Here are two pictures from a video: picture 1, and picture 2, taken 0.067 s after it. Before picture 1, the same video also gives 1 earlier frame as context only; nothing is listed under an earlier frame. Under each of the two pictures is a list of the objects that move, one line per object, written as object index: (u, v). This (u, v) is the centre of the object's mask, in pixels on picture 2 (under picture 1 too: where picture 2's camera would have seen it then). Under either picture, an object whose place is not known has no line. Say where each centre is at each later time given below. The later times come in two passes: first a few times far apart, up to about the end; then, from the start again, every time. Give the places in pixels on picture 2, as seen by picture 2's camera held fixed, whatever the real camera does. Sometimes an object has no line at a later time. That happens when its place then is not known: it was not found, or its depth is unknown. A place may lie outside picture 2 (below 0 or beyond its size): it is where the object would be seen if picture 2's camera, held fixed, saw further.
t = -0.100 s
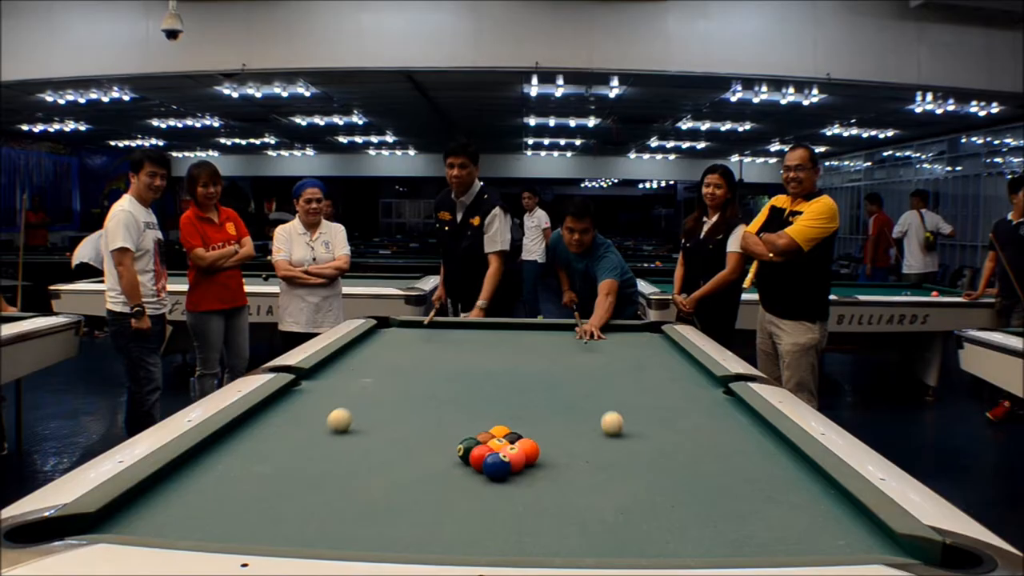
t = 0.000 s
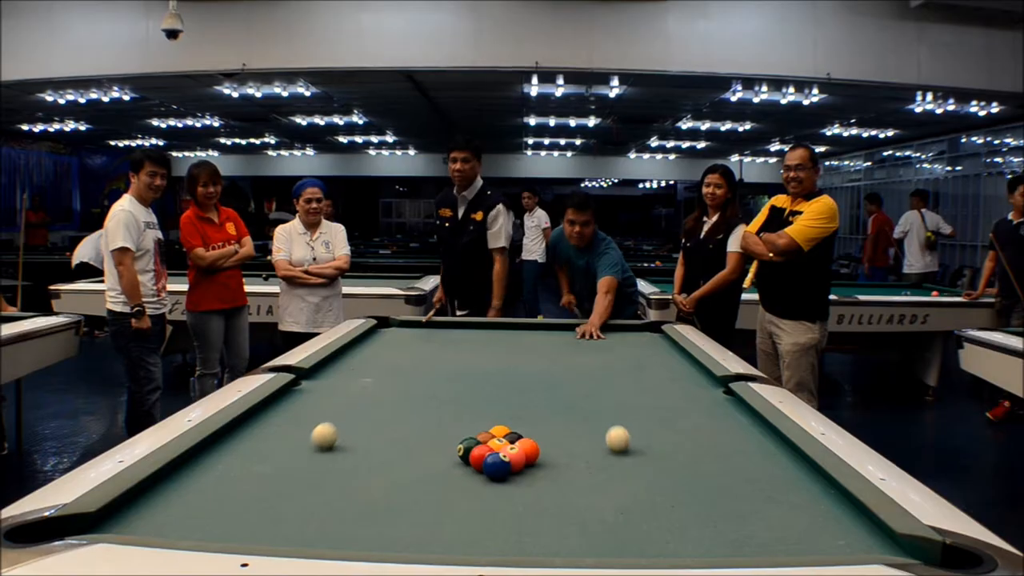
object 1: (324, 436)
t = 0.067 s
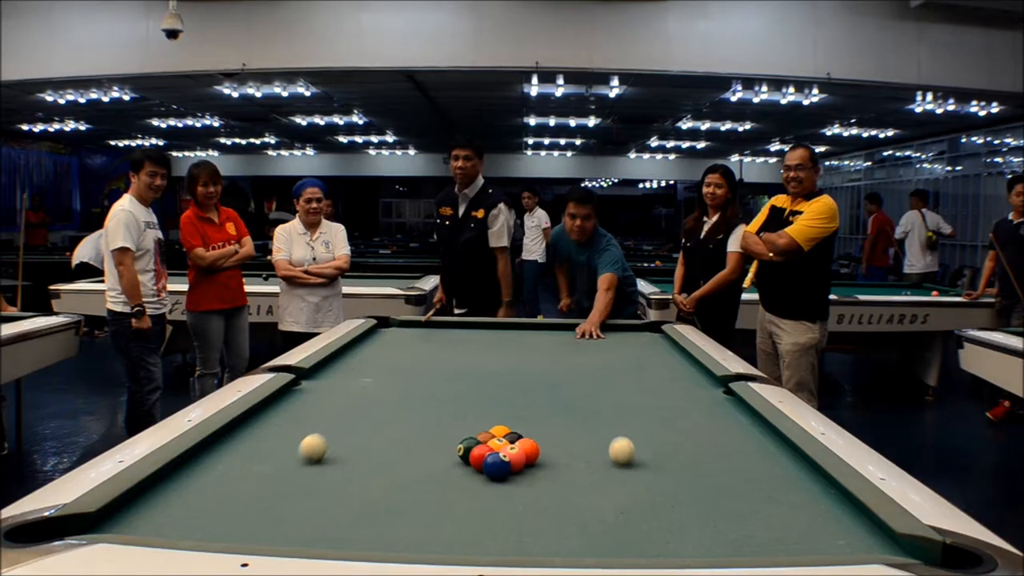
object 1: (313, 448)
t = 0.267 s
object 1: (271, 491)
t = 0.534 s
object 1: (242, 524)
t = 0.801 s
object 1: (280, 487)
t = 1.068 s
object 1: (309, 458)
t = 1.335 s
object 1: (331, 436)
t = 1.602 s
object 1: (350, 419)
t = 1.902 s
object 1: (367, 403)
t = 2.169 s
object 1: (379, 392)
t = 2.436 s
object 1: (389, 382)
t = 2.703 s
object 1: (398, 374)
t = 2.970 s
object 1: (406, 368)
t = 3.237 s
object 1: (412, 362)
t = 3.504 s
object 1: (418, 357)
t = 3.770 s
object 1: (423, 353)
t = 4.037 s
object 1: (427, 350)
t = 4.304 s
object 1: (430, 347)
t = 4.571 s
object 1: (433, 345)
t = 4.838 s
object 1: (435, 343)
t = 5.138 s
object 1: (437, 341)
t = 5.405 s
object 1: (438, 340)
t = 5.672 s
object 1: (439, 340)
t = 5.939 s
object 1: (440, 339)
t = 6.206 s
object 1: (439, 339)
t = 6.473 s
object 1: (439, 339)
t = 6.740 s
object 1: (439, 339)
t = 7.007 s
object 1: (439, 339)
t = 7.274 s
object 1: (439, 339)
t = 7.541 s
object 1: (439, 339)
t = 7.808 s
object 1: (439, 339)
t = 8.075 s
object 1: (439, 339)
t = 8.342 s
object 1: (439, 339)
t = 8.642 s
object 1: (439, 339)
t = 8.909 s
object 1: (439, 339)
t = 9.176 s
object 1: (439, 339)
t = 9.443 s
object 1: (439, 339)
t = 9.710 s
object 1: (439, 339)
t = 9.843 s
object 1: (439, 339)
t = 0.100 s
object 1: (307, 454)
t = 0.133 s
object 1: (300, 461)
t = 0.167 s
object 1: (293, 468)
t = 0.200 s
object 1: (287, 475)
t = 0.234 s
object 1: (279, 483)
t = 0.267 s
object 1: (271, 491)
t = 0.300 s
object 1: (263, 500)
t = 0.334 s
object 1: (253, 510)
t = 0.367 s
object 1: (244, 520)
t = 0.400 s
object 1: (234, 527)
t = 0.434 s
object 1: (226, 534)
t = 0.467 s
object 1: (229, 532)
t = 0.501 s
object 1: (236, 528)
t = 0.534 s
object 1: (242, 524)
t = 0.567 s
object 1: (247, 519)
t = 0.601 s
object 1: (252, 514)
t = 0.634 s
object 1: (257, 509)
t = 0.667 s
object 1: (262, 504)
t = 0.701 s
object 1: (267, 499)
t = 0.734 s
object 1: (271, 495)
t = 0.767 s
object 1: (275, 491)
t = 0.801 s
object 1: (280, 487)
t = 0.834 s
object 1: (284, 483)
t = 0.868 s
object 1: (288, 479)
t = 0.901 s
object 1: (291, 475)
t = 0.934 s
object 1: (295, 471)
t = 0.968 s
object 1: (299, 468)
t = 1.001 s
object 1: (302, 465)
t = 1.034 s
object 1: (305, 461)
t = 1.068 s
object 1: (309, 458)
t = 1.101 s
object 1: (312, 455)
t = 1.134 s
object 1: (315, 452)
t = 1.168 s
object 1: (318, 449)
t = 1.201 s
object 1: (321, 447)
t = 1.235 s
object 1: (324, 444)
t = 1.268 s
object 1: (327, 441)
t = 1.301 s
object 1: (329, 439)
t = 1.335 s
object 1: (331, 436)
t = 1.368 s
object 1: (334, 434)
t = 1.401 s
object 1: (336, 431)
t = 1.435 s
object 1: (339, 429)
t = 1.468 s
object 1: (341, 427)
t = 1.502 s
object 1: (344, 425)
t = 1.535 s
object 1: (346, 423)
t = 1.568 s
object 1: (348, 421)
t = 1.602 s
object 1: (350, 419)
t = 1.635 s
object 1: (352, 417)
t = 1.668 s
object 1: (354, 415)
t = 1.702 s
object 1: (355, 413)
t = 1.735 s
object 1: (357, 411)
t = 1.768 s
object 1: (359, 409)
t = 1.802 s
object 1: (361, 408)
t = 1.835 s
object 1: (363, 406)
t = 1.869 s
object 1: (365, 404)
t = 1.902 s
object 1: (367, 403)
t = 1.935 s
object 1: (368, 401)
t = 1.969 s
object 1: (369, 400)
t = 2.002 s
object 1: (371, 399)
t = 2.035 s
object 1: (373, 397)
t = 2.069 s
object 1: (374, 396)
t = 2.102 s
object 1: (376, 394)
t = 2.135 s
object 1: (377, 393)
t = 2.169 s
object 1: (379, 392)
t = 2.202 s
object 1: (380, 390)
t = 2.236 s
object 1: (382, 389)
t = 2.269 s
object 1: (383, 388)
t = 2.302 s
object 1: (384, 387)
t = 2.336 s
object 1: (385, 385)
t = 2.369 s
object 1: (386, 384)
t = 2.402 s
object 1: (388, 383)
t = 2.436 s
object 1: (389, 382)
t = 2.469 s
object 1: (390, 381)
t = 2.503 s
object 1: (391, 380)
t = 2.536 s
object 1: (392, 379)
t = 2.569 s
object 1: (394, 378)
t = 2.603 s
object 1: (395, 377)
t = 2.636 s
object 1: (396, 376)
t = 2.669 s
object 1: (397, 375)
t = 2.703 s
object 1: (398, 374)
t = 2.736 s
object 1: (399, 373)
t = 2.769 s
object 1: (400, 373)
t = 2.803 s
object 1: (401, 372)
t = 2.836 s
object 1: (402, 371)
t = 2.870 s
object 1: (403, 370)
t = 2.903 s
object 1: (404, 369)
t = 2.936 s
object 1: (405, 368)
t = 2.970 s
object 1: (406, 368)
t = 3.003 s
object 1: (407, 367)
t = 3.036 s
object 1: (407, 366)
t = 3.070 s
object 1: (408, 366)
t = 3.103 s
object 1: (409, 365)
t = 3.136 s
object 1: (410, 364)
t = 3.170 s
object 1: (411, 363)
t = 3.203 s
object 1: (412, 363)
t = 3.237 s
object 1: (412, 362)
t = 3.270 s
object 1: (413, 362)
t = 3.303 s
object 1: (414, 361)
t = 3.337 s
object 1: (414, 360)
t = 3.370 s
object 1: (415, 360)
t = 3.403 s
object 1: (416, 359)
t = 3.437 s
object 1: (417, 358)
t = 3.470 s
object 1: (417, 358)
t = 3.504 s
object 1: (418, 357)
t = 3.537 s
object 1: (419, 357)
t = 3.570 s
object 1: (419, 356)
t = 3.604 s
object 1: (420, 356)
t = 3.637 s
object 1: (421, 355)
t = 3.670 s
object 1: (421, 355)
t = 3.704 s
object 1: (422, 354)
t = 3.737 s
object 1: (422, 354)
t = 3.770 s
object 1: (423, 353)
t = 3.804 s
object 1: (423, 353)
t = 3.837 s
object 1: (424, 352)
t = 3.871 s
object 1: (425, 352)
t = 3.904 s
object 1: (425, 352)
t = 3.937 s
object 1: (426, 351)
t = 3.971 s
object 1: (426, 351)
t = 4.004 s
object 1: (427, 350)
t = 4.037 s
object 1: (427, 350)
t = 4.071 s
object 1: (428, 349)
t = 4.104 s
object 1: (428, 349)
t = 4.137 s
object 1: (428, 349)
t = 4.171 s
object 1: (429, 348)
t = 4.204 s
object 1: (429, 348)
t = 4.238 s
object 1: (429, 348)
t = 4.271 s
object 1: (430, 347)
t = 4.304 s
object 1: (430, 347)
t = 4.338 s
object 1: (431, 347)
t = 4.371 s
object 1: (431, 346)
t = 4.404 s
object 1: (431, 346)
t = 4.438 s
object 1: (431, 346)
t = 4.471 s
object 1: (432, 346)
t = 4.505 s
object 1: (432, 345)
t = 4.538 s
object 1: (432, 345)
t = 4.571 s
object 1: (433, 345)
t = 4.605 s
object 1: (433, 344)
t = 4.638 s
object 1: (433, 344)
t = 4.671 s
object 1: (433, 344)
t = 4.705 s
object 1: (434, 344)
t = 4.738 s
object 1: (434, 343)
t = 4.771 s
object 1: (434, 343)
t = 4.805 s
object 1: (434, 343)
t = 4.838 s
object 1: (435, 343)
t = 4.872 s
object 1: (435, 343)
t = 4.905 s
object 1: (435, 342)
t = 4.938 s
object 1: (435, 342)
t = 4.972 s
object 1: (435, 342)
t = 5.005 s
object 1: (435, 342)
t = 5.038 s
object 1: (436, 342)
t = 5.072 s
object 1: (436, 342)
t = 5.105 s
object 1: (436, 341)
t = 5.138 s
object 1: (437, 341)
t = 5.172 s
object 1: (437, 341)
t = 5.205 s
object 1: (437, 341)
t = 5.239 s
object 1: (437, 341)
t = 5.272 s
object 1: (437, 341)
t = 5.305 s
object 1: (437, 340)
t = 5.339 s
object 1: (438, 340)
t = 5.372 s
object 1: (438, 340)
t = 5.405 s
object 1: (438, 340)
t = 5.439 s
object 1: (438, 340)
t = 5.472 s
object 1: (438, 340)
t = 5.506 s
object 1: (439, 340)
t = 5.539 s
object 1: (439, 340)
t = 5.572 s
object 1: (439, 340)
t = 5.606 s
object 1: (439, 340)
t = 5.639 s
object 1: (439, 340)
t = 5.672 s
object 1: (439, 340)
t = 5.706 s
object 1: (439, 339)
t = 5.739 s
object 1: (439, 340)
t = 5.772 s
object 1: (440, 339)
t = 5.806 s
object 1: (440, 339)
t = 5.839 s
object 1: (440, 339)
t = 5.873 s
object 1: (440, 339)
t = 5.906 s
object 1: (440, 339)
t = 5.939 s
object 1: (440, 339)
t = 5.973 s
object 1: (440, 339)
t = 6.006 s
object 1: (440, 339)
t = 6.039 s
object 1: (440, 339)
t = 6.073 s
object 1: (440, 339)
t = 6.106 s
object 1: (440, 339)
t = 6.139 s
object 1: (439, 339)
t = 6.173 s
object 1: (439, 339)
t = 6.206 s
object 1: (439, 339)
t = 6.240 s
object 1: (439, 339)
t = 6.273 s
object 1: (439, 339)
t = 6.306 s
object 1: (439, 339)
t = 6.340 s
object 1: (439, 339)
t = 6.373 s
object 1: (439, 339)
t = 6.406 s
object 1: (439, 339)
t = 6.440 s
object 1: (439, 339)
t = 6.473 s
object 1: (439, 339)
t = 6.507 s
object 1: (439, 339)
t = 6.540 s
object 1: (439, 339)
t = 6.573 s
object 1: (439, 339)
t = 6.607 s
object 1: (439, 339)
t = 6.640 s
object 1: (439, 339)
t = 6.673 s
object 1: (439, 339)
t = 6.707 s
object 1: (439, 339)
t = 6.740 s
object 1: (439, 339)
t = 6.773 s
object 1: (439, 339)
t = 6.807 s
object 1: (439, 339)
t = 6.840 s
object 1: (439, 339)
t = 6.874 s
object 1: (439, 339)
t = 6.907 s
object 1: (439, 339)
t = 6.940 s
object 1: (439, 339)
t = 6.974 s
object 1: (439, 339)
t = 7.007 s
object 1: (439, 339)
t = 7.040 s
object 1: (439, 339)
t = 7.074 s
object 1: (439, 339)
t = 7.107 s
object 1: (439, 339)
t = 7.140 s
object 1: (439, 339)
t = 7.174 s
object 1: (439, 339)
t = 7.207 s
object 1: (439, 339)
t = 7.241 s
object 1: (439, 339)
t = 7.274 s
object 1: (439, 339)
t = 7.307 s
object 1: (439, 339)
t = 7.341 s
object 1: (439, 339)
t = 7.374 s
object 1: (439, 339)
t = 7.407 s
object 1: (439, 339)
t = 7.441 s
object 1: (439, 339)
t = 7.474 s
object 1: (439, 339)
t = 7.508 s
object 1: (439, 339)
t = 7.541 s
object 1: (439, 339)
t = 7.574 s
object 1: (439, 339)
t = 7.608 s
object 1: (439, 339)
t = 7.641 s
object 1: (439, 339)
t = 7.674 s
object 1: (439, 339)
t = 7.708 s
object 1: (439, 339)
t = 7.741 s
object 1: (439, 339)
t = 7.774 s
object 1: (439, 339)
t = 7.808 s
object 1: (439, 339)
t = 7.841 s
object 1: (439, 339)
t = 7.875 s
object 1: (439, 339)
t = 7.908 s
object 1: (439, 339)
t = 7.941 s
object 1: (439, 339)
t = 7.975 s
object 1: (439, 339)
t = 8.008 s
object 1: (439, 339)
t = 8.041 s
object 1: (439, 339)
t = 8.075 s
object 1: (439, 339)
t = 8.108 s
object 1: (439, 339)
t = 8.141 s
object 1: (439, 339)
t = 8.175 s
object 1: (439, 339)
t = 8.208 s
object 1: (439, 339)
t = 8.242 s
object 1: (439, 339)
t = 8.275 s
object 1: (439, 339)
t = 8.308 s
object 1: (439, 339)
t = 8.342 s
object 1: (439, 339)
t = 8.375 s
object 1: (439, 339)
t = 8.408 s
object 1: (439, 339)
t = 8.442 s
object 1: (439, 339)
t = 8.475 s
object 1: (439, 339)
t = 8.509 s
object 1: (439, 339)
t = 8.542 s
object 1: (439, 339)
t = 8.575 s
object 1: (439, 339)
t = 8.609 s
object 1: (439, 339)
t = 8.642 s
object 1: (439, 339)
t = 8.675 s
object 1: (439, 339)
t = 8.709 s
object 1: (439, 339)
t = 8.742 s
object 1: (439, 339)
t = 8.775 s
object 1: (439, 339)
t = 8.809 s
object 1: (439, 339)
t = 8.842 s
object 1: (439, 339)
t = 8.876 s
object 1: (439, 339)
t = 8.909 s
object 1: (439, 339)
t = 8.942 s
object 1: (439, 339)
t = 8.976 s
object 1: (439, 339)
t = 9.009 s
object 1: (439, 339)
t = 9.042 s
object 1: (439, 339)
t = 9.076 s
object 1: (439, 339)
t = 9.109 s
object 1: (439, 339)
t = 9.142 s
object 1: (439, 339)
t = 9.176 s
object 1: (439, 339)
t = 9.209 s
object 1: (439, 339)
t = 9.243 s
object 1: (439, 339)
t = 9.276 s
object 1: (439, 339)
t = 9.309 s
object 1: (440, 339)
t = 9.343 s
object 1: (440, 339)
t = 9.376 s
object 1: (439, 339)
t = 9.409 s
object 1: (439, 339)
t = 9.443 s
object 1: (439, 339)
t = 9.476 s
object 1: (439, 339)
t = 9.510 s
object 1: (439, 339)
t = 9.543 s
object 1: (439, 339)
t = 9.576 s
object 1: (440, 339)
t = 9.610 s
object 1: (440, 339)
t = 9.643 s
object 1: (439, 339)
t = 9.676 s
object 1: (439, 339)
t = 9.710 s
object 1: (439, 339)
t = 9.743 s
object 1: (439, 339)
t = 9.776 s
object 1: (439, 339)
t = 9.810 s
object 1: (439, 339)
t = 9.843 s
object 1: (439, 339)
